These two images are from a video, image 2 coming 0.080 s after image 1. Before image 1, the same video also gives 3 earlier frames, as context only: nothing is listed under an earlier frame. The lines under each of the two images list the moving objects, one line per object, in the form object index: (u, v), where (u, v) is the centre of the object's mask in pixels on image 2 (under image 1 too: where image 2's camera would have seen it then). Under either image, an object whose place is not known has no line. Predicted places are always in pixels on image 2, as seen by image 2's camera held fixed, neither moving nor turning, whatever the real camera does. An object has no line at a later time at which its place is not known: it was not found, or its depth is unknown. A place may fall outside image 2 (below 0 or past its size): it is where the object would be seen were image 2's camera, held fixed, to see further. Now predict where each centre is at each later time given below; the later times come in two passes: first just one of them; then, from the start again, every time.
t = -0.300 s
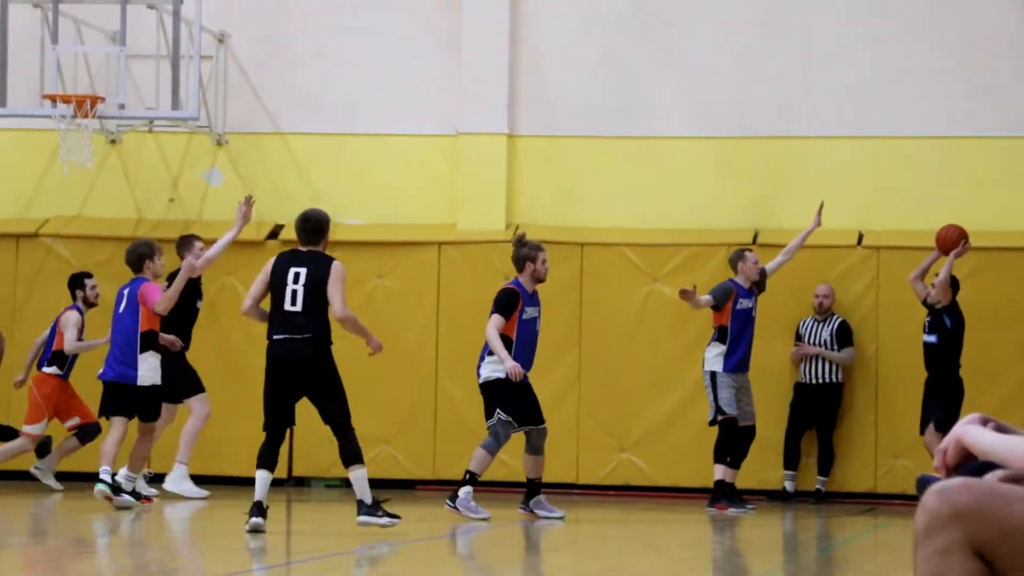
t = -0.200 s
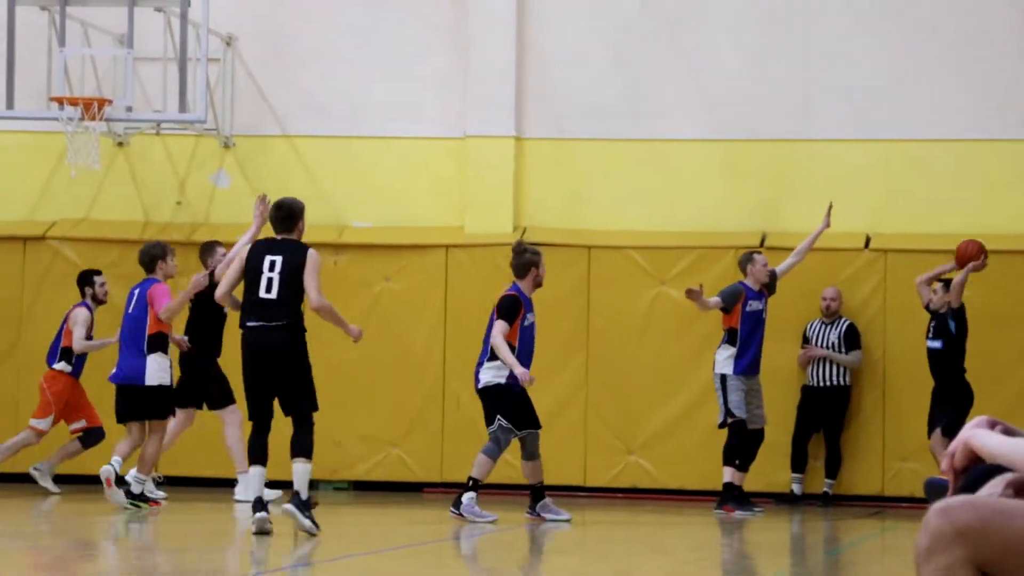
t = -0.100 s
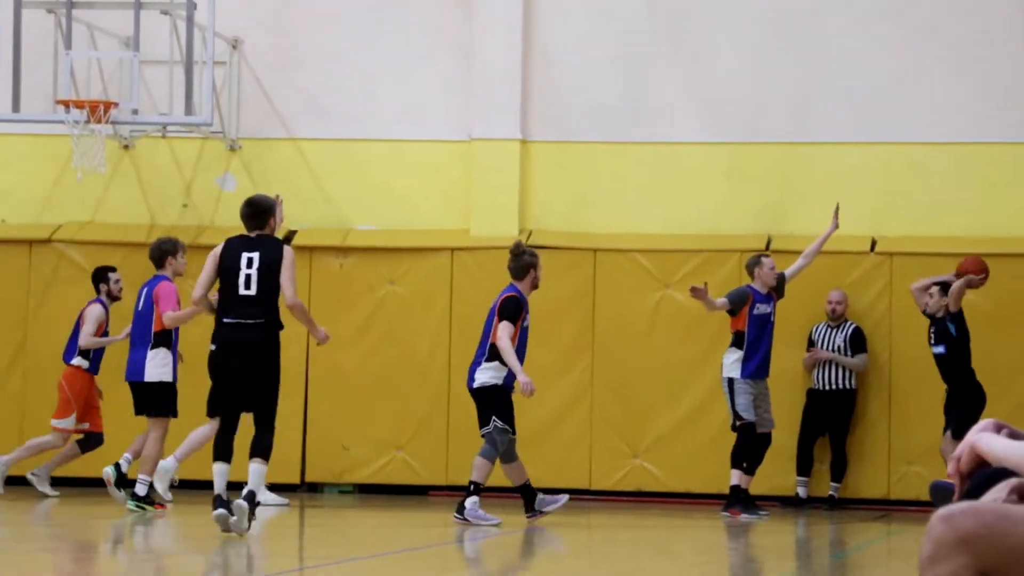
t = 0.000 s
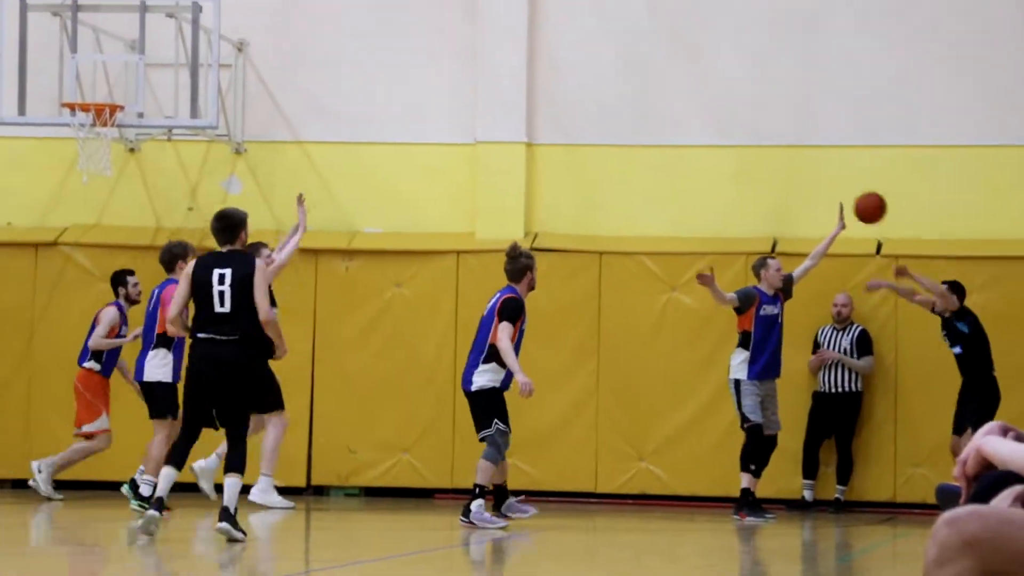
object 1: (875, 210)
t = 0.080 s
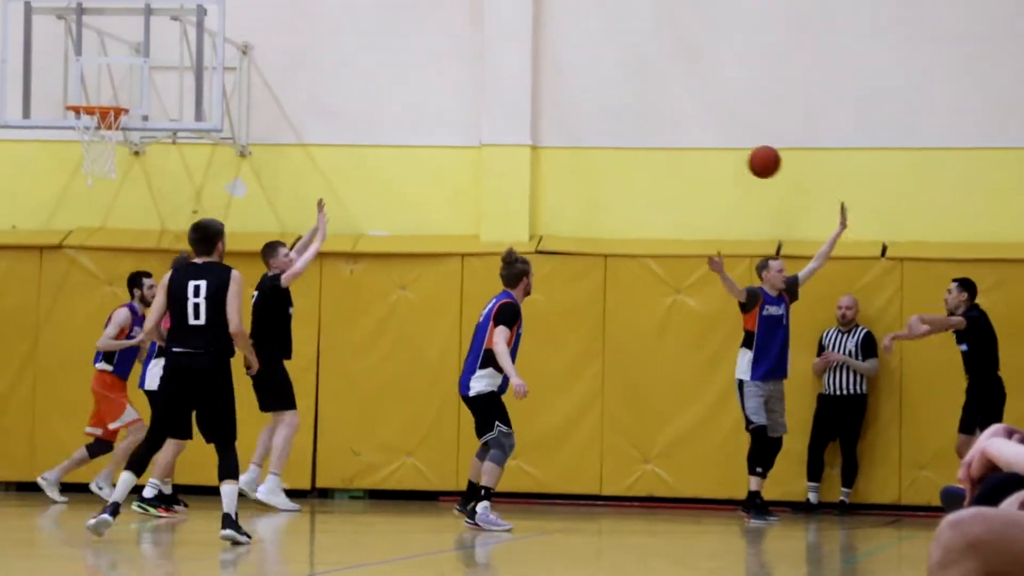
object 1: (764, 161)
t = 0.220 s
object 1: (568, 95)
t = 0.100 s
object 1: (736, 151)
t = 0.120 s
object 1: (709, 141)
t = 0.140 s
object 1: (681, 131)
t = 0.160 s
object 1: (653, 121)
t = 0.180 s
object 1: (625, 112)
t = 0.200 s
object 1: (596, 104)
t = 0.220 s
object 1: (568, 95)
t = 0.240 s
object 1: (539, 88)
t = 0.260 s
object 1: (511, 81)
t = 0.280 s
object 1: (480, 74)
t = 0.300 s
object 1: (451, 68)
